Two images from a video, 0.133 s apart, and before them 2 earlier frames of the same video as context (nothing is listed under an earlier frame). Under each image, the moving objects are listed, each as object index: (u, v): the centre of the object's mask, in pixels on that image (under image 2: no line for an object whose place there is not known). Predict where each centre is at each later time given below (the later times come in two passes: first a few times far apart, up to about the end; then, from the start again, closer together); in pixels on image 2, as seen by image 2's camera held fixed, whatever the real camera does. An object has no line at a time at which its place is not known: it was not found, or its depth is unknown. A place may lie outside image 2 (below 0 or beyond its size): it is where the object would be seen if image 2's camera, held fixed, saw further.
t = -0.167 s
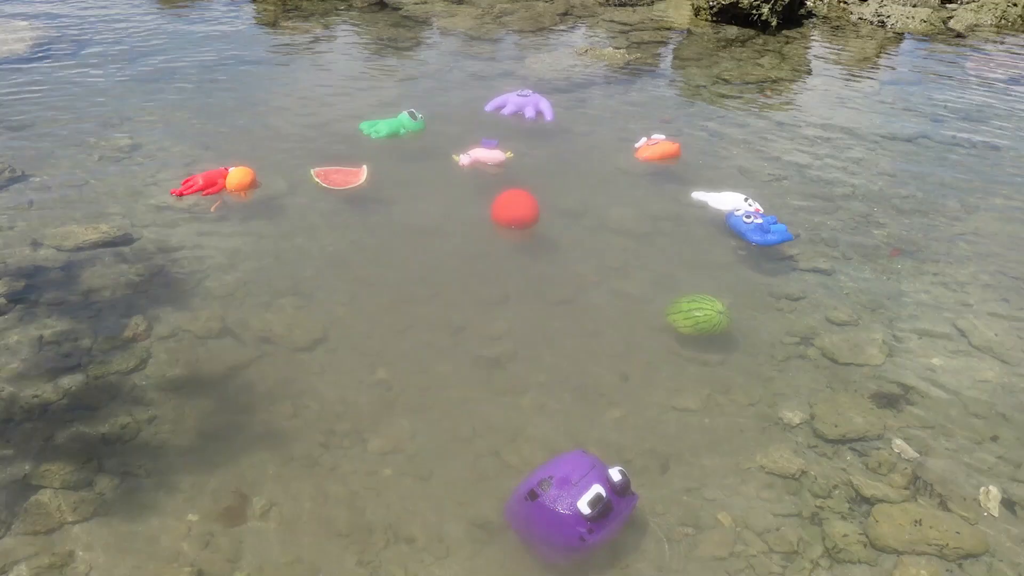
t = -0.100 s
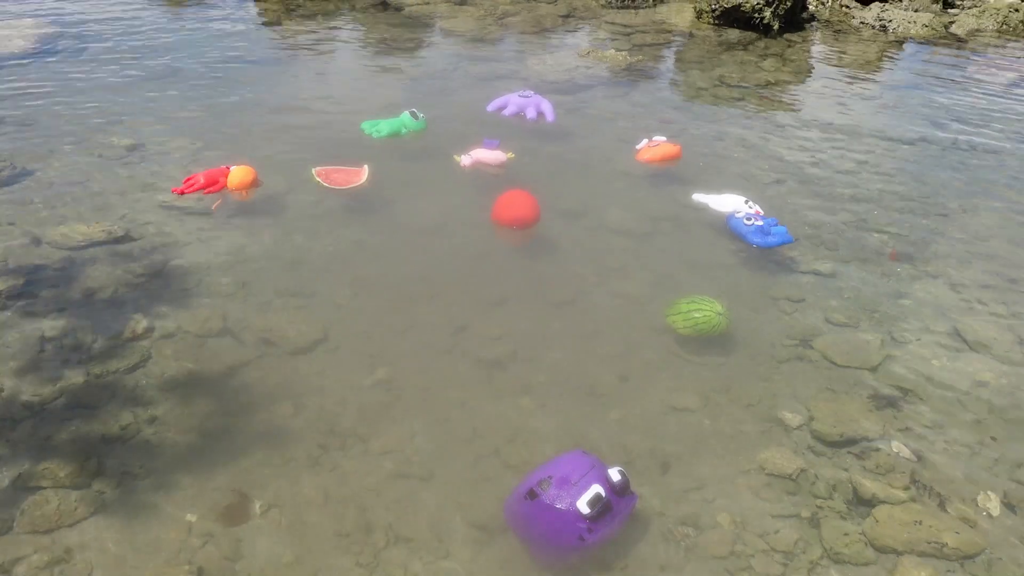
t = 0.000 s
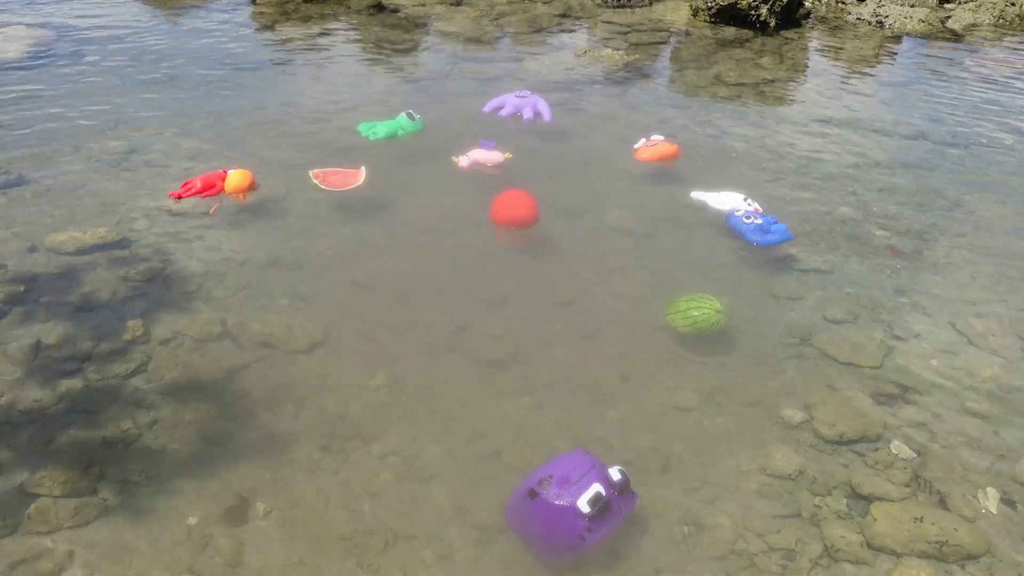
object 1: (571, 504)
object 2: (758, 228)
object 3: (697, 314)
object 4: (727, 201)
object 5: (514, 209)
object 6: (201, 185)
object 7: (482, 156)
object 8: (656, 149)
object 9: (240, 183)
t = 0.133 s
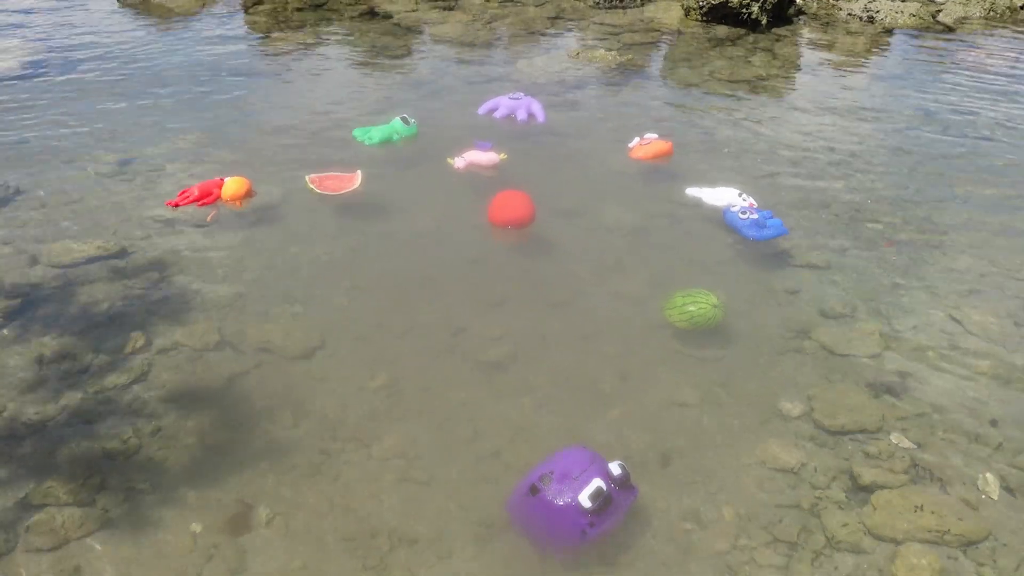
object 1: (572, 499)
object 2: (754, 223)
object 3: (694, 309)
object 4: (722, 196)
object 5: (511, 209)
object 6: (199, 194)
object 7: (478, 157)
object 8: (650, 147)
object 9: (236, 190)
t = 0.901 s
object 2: (757, 219)
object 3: (688, 306)
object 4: (722, 193)
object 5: (513, 203)
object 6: (202, 187)
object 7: (481, 152)
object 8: (653, 143)
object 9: (239, 184)
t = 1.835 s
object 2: (767, 220)
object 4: (728, 195)
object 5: (519, 202)
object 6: (201, 188)
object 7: (486, 153)
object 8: (661, 144)
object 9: (238, 186)
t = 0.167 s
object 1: (572, 498)
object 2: (753, 222)
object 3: (693, 309)
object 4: (722, 196)
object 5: (511, 209)
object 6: (198, 193)
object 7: (477, 157)
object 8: (650, 147)
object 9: (236, 189)
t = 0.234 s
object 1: (571, 498)
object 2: (754, 222)
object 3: (693, 309)
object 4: (722, 196)
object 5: (511, 209)
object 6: (199, 192)
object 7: (478, 156)
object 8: (650, 147)
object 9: (237, 189)
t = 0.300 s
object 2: (754, 221)
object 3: (692, 309)
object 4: (722, 195)
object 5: (511, 207)
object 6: (199, 190)
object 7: (478, 154)
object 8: (651, 145)
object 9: (237, 187)
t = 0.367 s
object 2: (755, 221)
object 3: (692, 308)
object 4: (721, 195)
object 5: (511, 207)
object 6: (199, 190)
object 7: (478, 154)
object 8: (651, 145)
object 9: (238, 187)
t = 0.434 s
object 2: (755, 220)
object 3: (692, 308)
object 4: (721, 194)
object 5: (511, 206)
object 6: (200, 189)
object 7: (479, 153)
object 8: (651, 144)
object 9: (238, 186)
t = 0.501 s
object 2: (755, 219)
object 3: (691, 307)
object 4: (722, 193)
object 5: (512, 205)
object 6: (200, 188)
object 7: (479, 153)
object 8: (652, 143)
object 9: (238, 185)
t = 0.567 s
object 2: (756, 219)
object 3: (691, 307)
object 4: (722, 193)
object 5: (512, 204)
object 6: (201, 188)
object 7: (479, 152)
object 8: (652, 143)
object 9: (238, 185)
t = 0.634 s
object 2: (756, 219)
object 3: (690, 307)
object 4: (722, 193)
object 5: (512, 203)
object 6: (201, 188)
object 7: (479, 152)
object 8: (652, 143)
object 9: (239, 185)
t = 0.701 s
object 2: (756, 219)
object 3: (689, 307)
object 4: (722, 193)
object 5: (512, 203)
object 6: (201, 187)
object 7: (479, 152)
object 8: (652, 143)
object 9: (239, 185)
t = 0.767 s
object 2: (757, 219)
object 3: (689, 306)
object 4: (722, 193)
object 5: (513, 203)
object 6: (201, 187)
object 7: (480, 152)
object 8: (653, 143)
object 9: (239, 185)
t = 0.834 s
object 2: (757, 219)
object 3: (688, 306)
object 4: (721, 193)
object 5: (513, 203)
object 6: (201, 187)
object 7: (480, 152)
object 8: (653, 143)
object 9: (239, 185)
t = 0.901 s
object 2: (757, 219)
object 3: (688, 306)
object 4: (722, 193)
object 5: (513, 203)
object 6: (202, 187)
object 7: (481, 152)
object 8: (653, 143)
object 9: (239, 184)
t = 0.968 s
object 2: (757, 219)
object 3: (689, 305)
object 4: (722, 193)
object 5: (513, 202)
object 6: (202, 187)
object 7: (481, 151)
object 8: (653, 143)
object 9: (239, 184)
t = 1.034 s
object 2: (758, 218)
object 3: (688, 306)
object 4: (722, 193)
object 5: (514, 202)
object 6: (203, 187)
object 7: (481, 151)
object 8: (654, 142)
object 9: (239, 184)
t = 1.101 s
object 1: (564, 489)
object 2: (759, 218)
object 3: (688, 305)
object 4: (723, 192)
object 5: (514, 202)
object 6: (202, 186)
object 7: (482, 151)
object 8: (654, 143)
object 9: (239, 184)
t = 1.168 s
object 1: (563, 489)
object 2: (760, 219)
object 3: (688, 305)
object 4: (724, 193)
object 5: (515, 201)
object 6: (202, 186)
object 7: (482, 151)
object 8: (655, 142)
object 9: (239, 184)
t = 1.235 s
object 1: (562, 488)
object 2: (761, 219)
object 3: (688, 305)
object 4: (724, 193)
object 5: (515, 202)
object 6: (202, 186)
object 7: (483, 152)
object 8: (655, 142)
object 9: (239, 184)
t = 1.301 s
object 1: (561, 488)
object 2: (761, 219)
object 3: (687, 305)
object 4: (724, 193)
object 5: (516, 202)
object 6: (201, 187)
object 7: (483, 152)
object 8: (656, 143)
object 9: (239, 184)
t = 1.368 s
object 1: (561, 488)
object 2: (762, 219)
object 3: (687, 306)
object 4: (724, 194)
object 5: (515, 202)
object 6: (202, 187)
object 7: (484, 151)
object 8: (656, 143)
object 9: (239, 185)
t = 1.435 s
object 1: (561, 488)
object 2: (763, 220)
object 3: (687, 306)
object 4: (725, 194)
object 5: (516, 203)
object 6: (201, 188)
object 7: (484, 152)
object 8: (657, 143)
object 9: (239, 185)
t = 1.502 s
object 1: (560, 486)
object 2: (763, 220)
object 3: (687, 306)
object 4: (725, 194)
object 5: (516, 203)
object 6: (202, 188)
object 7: (484, 152)
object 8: (658, 144)
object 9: (238, 185)
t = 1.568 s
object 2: (764, 221)
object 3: (687, 307)
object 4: (726, 195)
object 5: (517, 202)
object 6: (201, 188)
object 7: (485, 152)
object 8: (659, 144)
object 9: (238, 186)
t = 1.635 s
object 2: (765, 221)
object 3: (687, 307)
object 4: (727, 195)
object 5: (517, 202)
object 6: (201, 189)
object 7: (485, 152)
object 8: (659, 144)
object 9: (238, 186)
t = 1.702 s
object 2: (765, 220)
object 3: (687, 307)
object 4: (727, 195)
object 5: (518, 202)
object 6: (201, 188)
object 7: (486, 152)
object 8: (660, 143)
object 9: (238, 186)
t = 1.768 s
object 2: (766, 220)
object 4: (727, 195)
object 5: (518, 202)
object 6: (201, 188)
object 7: (486, 153)
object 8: (660, 144)
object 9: (238, 186)
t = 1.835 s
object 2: (767, 220)
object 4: (728, 195)
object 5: (519, 202)
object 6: (201, 188)
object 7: (486, 153)
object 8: (661, 144)
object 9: (238, 186)
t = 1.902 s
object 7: (487, 153)
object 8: (662, 144)
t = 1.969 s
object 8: (663, 144)
